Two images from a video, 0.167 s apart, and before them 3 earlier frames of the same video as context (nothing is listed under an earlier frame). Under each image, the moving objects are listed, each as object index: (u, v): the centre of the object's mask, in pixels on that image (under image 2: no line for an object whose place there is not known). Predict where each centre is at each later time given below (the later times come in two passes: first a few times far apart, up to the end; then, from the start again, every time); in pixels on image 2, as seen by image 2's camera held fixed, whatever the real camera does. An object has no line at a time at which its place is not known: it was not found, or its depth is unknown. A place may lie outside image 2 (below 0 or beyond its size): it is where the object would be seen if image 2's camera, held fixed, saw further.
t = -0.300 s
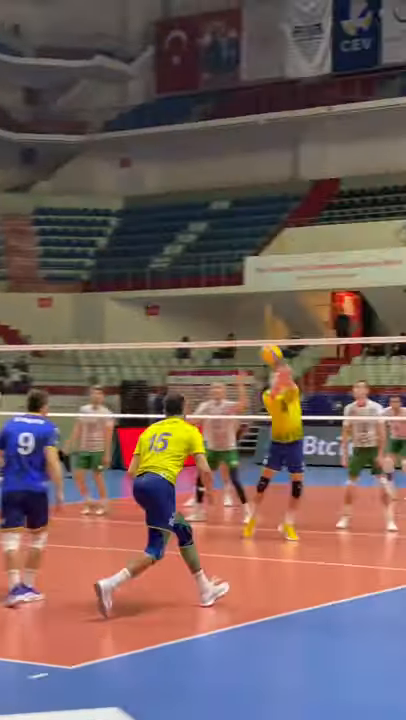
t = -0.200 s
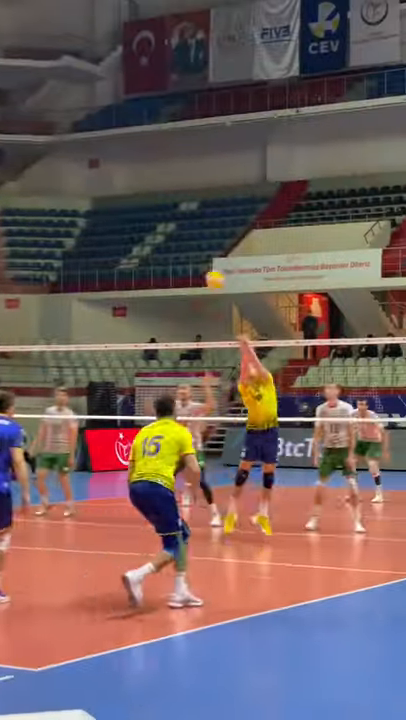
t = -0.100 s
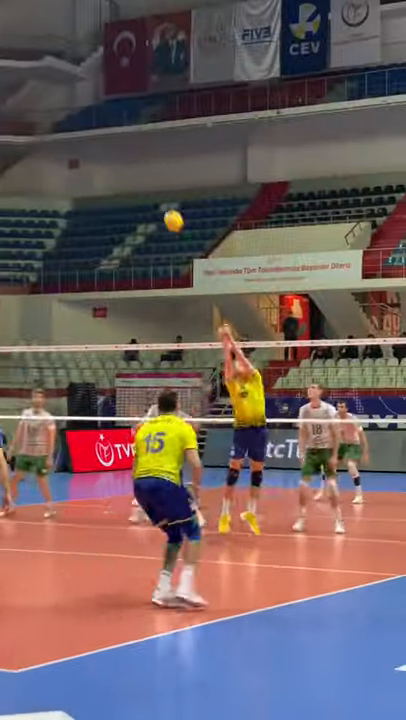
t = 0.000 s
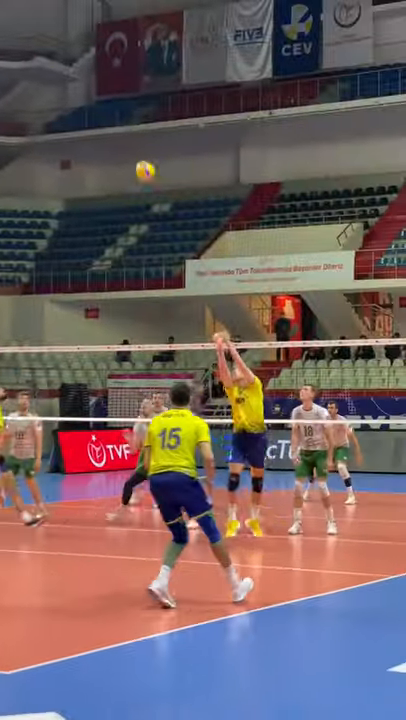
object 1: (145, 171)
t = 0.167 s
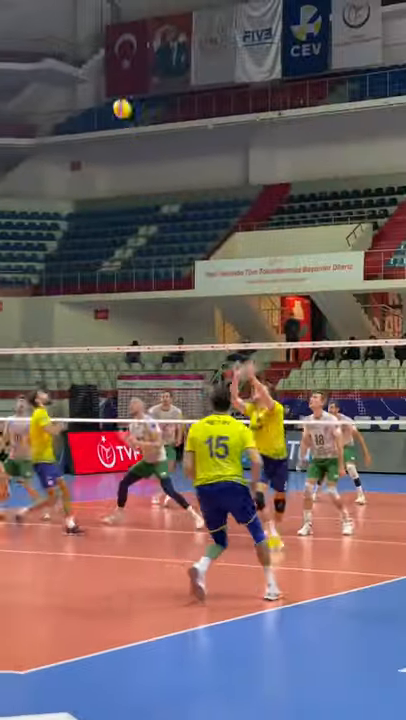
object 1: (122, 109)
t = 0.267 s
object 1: (104, 83)
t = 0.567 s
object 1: (55, 54)
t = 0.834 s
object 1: (13, 85)
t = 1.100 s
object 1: (-26, 167)
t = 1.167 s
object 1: (-35, 194)
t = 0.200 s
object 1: (116, 99)
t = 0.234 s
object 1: (109, 91)
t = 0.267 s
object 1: (104, 83)
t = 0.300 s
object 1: (98, 76)
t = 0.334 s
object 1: (92, 70)
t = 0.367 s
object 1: (87, 65)
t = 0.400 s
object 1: (81, 61)
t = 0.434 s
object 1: (75, 58)
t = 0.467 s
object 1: (70, 56)
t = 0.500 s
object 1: (65, 54)
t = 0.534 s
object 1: (59, 53)
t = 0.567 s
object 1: (55, 54)
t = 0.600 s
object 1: (49, 54)
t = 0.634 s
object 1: (43, 55)
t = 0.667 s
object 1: (39, 60)
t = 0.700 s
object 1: (34, 63)
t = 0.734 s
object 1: (29, 67)
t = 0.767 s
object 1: (23, 73)
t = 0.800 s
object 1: (19, 79)
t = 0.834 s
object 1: (13, 85)
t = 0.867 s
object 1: (8, 92)
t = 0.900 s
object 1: (3, 101)
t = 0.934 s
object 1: (-2, 110)
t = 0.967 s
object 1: (-6, 119)
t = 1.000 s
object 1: (-12, 130)
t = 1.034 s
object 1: (-17, 142)
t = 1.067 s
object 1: (-21, 154)
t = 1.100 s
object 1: (-26, 167)
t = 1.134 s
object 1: (-30, 180)
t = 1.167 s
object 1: (-35, 194)
